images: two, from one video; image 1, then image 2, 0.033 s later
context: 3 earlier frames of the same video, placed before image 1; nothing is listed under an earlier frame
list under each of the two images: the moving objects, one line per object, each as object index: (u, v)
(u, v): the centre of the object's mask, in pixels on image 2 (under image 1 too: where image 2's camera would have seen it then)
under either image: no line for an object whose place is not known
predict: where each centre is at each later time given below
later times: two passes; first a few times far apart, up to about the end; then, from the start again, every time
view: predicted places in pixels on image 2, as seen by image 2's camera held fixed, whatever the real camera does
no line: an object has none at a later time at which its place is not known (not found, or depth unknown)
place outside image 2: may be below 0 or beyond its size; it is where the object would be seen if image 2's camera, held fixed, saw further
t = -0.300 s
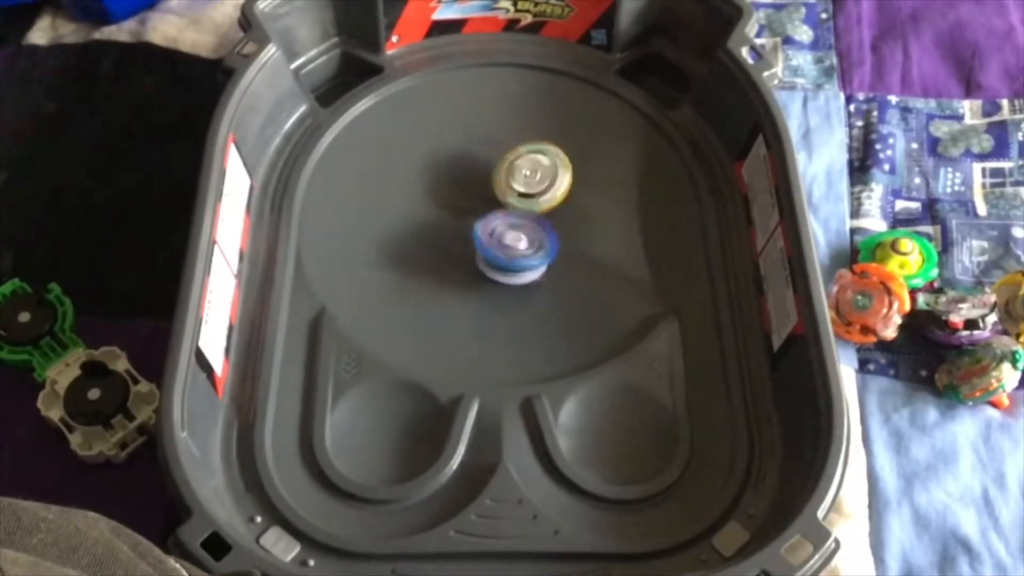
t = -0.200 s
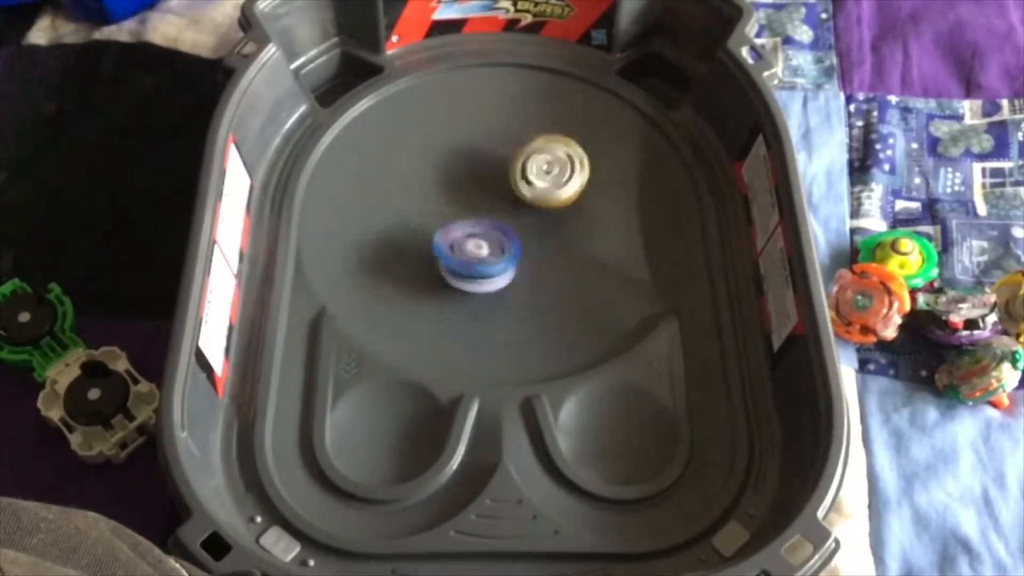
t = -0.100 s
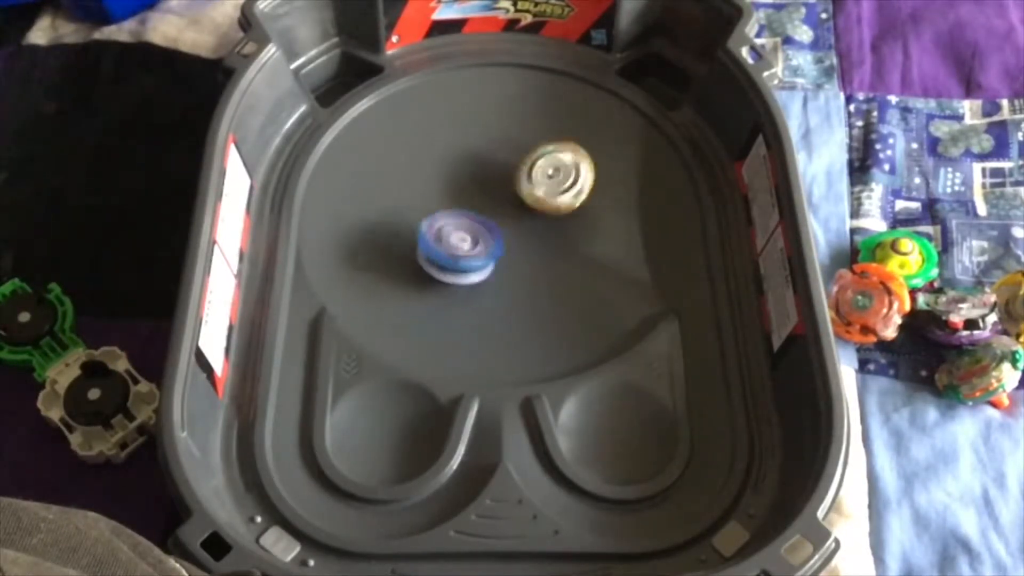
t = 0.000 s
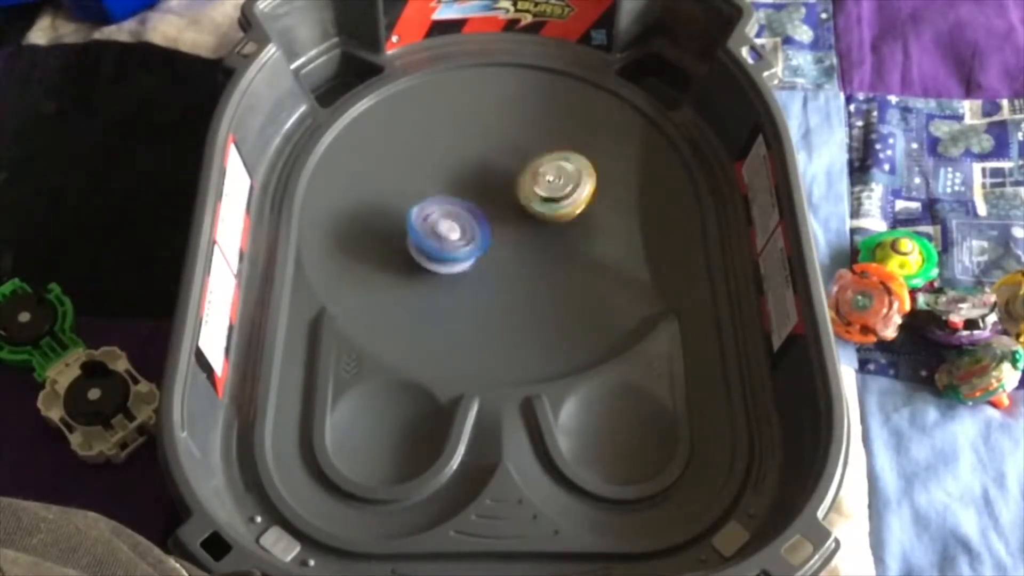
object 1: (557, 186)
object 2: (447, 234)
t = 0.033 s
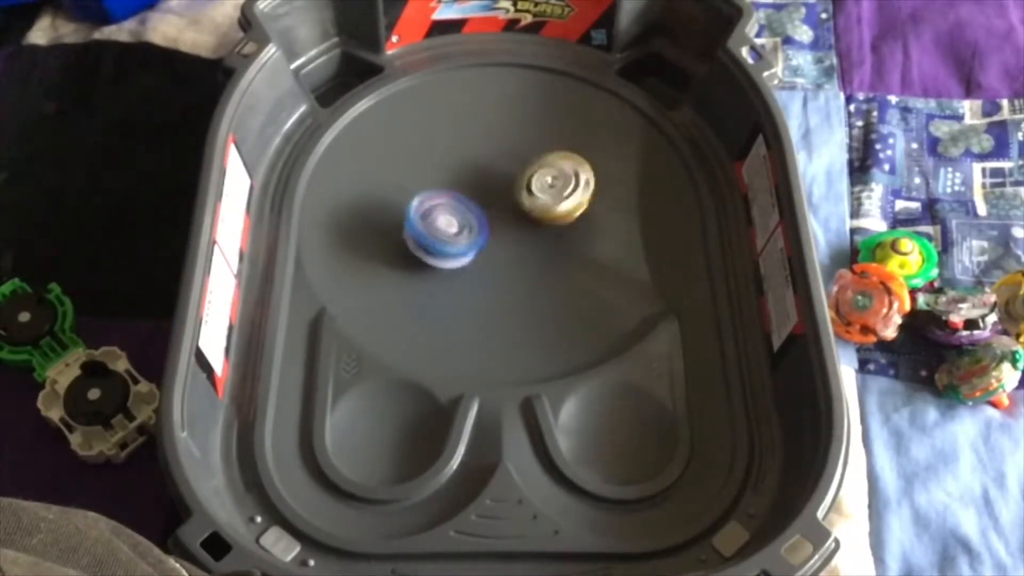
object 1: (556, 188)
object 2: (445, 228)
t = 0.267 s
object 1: (541, 207)
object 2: (455, 191)
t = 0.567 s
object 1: (521, 221)
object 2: (492, 153)
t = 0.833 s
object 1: (497, 217)
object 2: (544, 151)
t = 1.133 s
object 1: (475, 197)
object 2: (588, 195)
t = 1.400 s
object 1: (482, 180)
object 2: (561, 233)
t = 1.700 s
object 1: (505, 170)
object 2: (506, 247)
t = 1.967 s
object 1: (530, 182)
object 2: (465, 227)
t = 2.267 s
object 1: (537, 217)
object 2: (454, 193)
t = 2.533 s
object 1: (513, 244)
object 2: (479, 177)
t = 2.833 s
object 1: (448, 256)
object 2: (554, 171)
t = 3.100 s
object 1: (448, 214)
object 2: (571, 223)
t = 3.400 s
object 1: (520, 163)
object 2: (500, 263)
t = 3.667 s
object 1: (571, 165)
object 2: (444, 215)
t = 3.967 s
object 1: (554, 215)
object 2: (511, 146)
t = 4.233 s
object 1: (491, 236)
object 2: (586, 171)
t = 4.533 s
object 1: (466, 202)
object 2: (571, 247)
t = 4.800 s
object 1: (507, 180)
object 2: (485, 264)
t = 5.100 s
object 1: (548, 199)
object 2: (438, 209)
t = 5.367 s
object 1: (530, 227)
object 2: (485, 166)
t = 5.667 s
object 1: (496, 209)
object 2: (565, 155)
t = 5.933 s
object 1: (496, 181)
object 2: (570, 152)
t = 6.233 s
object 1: (488, 176)
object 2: (557, 151)
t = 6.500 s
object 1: (483, 182)
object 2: (556, 153)
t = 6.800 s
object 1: (479, 188)
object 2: (556, 154)
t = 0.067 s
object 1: (554, 192)
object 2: (442, 222)
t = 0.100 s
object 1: (554, 194)
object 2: (443, 218)
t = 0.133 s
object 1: (552, 197)
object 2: (443, 213)
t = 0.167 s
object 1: (549, 200)
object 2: (446, 207)
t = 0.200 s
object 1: (547, 203)
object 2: (448, 201)
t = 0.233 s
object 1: (543, 205)
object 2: (452, 197)
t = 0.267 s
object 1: (541, 207)
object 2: (455, 191)
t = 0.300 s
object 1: (541, 211)
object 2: (456, 184)
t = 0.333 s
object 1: (542, 214)
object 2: (456, 176)
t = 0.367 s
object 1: (539, 217)
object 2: (460, 172)
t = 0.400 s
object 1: (536, 219)
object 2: (464, 168)
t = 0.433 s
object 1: (534, 219)
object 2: (470, 163)
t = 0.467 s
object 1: (531, 220)
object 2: (474, 159)
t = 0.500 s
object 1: (527, 220)
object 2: (479, 157)
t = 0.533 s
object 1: (525, 221)
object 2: (485, 156)
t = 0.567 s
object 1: (521, 221)
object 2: (492, 153)
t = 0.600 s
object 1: (517, 220)
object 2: (498, 151)
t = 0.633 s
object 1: (513, 223)
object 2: (507, 148)
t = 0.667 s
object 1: (510, 223)
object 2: (515, 147)
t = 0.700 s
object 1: (508, 222)
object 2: (520, 146)
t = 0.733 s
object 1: (504, 221)
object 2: (525, 146)
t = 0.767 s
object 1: (501, 220)
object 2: (533, 148)
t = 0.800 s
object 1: (500, 219)
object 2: (539, 149)
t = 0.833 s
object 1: (497, 217)
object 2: (544, 151)
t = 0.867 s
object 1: (495, 215)
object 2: (549, 155)
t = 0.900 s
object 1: (494, 213)
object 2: (554, 158)
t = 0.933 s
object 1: (492, 210)
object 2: (558, 162)
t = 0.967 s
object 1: (491, 208)
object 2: (561, 168)
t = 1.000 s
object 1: (490, 205)
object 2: (566, 173)
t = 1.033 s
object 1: (481, 204)
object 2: (578, 178)
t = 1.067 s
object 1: (476, 200)
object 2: (584, 184)
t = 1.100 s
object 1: (475, 199)
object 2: (586, 190)
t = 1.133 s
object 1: (475, 197)
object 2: (588, 195)
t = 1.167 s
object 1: (474, 194)
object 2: (587, 201)
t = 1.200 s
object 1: (474, 192)
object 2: (588, 206)
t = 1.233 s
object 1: (474, 189)
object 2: (586, 211)
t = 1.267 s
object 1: (474, 187)
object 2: (581, 216)
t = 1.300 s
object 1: (476, 184)
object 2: (579, 220)
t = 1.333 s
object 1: (478, 183)
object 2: (573, 225)
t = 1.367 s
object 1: (479, 182)
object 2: (566, 229)
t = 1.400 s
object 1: (482, 180)
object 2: (561, 233)
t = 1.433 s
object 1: (484, 179)
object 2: (554, 234)
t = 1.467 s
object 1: (487, 179)
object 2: (546, 235)
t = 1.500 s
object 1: (490, 177)
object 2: (539, 236)
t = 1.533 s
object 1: (491, 172)
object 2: (534, 244)
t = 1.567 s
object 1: (495, 168)
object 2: (530, 249)
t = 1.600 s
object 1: (497, 169)
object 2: (524, 251)
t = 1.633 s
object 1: (499, 169)
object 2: (516, 250)
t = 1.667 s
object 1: (503, 168)
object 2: (511, 249)
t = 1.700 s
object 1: (505, 170)
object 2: (506, 247)
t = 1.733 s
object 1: (509, 171)
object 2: (500, 244)
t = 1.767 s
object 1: (511, 171)
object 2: (495, 241)
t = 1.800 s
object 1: (516, 172)
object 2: (488, 239)
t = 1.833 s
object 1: (520, 172)
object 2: (479, 239)
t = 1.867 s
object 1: (524, 174)
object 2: (472, 237)
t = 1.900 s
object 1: (526, 177)
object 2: (468, 234)
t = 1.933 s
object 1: (527, 180)
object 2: (467, 230)
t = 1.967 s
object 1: (530, 182)
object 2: (465, 227)
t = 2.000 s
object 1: (533, 185)
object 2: (460, 223)
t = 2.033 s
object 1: (536, 187)
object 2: (454, 220)
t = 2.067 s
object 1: (537, 192)
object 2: (452, 216)
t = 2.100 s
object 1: (538, 195)
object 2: (451, 211)
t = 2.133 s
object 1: (539, 200)
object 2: (451, 208)
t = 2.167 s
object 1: (540, 205)
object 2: (450, 204)
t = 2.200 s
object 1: (540, 209)
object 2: (449, 200)
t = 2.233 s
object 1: (538, 213)
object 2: (452, 196)
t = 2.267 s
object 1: (537, 217)
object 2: (454, 193)
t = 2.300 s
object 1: (537, 223)
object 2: (454, 186)
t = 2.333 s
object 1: (536, 229)
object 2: (454, 181)
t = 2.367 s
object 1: (533, 232)
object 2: (460, 180)
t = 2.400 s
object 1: (530, 236)
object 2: (464, 179)
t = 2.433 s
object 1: (525, 238)
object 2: (468, 179)
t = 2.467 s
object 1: (521, 241)
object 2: (470, 177)
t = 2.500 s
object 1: (517, 242)
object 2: (474, 178)
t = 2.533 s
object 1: (513, 244)
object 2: (479, 177)
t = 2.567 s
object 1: (508, 247)
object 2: (484, 176)
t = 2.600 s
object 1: (504, 248)
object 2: (490, 175)
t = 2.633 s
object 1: (498, 248)
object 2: (495, 177)
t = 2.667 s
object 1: (487, 254)
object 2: (507, 171)
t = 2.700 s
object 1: (477, 259)
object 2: (520, 166)
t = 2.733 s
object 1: (468, 260)
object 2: (531, 164)
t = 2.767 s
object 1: (460, 259)
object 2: (540, 165)
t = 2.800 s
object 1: (454, 258)
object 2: (548, 167)
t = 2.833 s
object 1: (448, 256)
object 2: (554, 171)
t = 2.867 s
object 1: (444, 252)
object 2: (559, 175)
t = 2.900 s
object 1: (441, 248)
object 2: (565, 180)
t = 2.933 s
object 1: (440, 244)
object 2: (569, 186)
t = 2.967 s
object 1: (440, 239)
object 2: (571, 193)
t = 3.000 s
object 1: (440, 233)
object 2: (573, 200)
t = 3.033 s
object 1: (442, 227)
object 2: (574, 207)
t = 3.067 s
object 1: (444, 221)
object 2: (573, 214)
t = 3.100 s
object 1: (448, 214)
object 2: (571, 223)
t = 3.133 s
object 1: (453, 207)
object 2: (569, 230)
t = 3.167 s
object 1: (459, 200)
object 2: (564, 238)
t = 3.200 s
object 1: (466, 193)
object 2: (557, 244)
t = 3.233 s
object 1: (474, 187)
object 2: (551, 250)
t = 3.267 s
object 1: (481, 181)
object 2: (541, 256)
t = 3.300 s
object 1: (491, 176)
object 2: (532, 259)
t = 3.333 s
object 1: (500, 170)
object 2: (522, 262)
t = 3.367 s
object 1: (511, 166)
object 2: (509, 264)
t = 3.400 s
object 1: (520, 163)
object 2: (500, 263)
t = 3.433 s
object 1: (530, 159)
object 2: (488, 262)
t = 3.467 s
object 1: (538, 158)
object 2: (479, 258)
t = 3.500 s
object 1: (546, 157)
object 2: (468, 254)
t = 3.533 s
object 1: (553, 157)
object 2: (461, 248)
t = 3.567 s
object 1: (560, 158)
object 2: (453, 240)
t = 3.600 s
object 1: (565, 159)
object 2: (448, 233)
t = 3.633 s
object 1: (570, 162)
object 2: (445, 223)
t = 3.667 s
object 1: (571, 165)
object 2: (444, 215)
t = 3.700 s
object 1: (574, 170)
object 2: (444, 204)
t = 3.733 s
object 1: (574, 175)
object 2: (447, 195)
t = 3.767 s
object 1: (575, 179)
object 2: (452, 185)
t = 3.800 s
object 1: (575, 184)
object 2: (459, 176)
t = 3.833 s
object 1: (572, 190)
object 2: (466, 169)
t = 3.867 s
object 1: (569, 197)
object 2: (477, 161)
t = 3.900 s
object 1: (565, 204)
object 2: (486, 155)
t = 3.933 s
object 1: (561, 209)
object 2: (499, 150)
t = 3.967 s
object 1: (554, 215)
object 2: (511, 146)
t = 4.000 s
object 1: (547, 220)
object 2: (522, 145)
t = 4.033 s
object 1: (539, 226)
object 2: (533, 144)
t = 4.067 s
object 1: (531, 230)
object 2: (545, 145)
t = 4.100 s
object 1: (523, 233)
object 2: (555, 147)
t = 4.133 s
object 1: (514, 235)
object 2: (564, 152)
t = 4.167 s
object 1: (505, 236)
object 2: (573, 157)
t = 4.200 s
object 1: (498, 237)
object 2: (579, 163)
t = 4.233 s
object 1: (491, 236)
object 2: (586, 171)
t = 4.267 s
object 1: (483, 234)
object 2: (588, 177)
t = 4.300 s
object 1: (477, 232)
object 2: (592, 188)
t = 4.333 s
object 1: (472, 229)
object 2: (590, 197)
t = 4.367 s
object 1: (469, 225)
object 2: (593, 207)
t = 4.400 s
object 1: (466, 221)
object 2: (589, 216)
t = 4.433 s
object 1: (464, 216)
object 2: (588, 227)
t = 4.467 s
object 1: (464, 213)
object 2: (584, 232)
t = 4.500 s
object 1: (465, 207)
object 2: (577, 240)
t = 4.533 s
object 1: (466, 202)
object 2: (571, 247)
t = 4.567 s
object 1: (469, 197)
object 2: (562, 254)
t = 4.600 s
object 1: (473, 195)
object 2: (552, 259)
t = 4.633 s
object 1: (477, 190)
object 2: (541, 263)
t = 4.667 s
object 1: (482, 187)
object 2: (531, 266)
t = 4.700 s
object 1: (487, 184)
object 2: (518, 267)
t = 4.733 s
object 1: (494, 182)
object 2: (507, 267)
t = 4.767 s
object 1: (500, 179)
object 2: (496, 267)
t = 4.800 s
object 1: (507, 180)
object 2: (485, 264)
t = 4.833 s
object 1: (513, 178)
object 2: (475, 261)
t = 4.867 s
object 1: (519, 180)
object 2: (466, 256)
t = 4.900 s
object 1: (526, 179)
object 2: (457, 251)
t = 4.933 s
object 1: (530, 182)
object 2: (450, 245)
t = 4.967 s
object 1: (536, 184)
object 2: (445, 239)
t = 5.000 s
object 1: (540, 188)
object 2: (441, 231)
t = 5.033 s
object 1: (544, 190)
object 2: (438, 223)
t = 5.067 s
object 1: (546, 196)
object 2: (438, 215)
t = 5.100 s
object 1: (548, 199)
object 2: (438, 209)
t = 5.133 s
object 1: (550, 202)
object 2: (439, 200)
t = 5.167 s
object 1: (548, 208)
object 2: (444, 193)
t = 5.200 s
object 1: (548, 212)
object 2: (448, 188)
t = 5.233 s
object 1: (546, 216)
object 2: (453, 181)
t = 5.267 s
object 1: (542, 220)
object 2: (461, 176)
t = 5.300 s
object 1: (540, 223)
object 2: (470, 173)
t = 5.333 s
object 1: (535, 225)
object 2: (477, 170)
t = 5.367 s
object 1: (530, 227)
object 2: (485, 166)
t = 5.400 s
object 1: (526, 228)
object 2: (495, 164)
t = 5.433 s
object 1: (520, 228)
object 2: (504, 161)
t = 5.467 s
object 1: (515, 228)
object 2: (515, 161)
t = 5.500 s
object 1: (511, 226)
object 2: (525, 160)
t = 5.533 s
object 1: (507, 223)
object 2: (534, 159)
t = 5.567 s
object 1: (503, 220)
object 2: (543, 159)
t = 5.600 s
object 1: (500, 218)
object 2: (551, 158)
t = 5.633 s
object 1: (499, 213)
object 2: (559, 157)
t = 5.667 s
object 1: (496, 209)
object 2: (565, 155)
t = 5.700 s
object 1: (495, 205)
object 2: (569, 154)
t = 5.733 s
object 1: (497, 201)
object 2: (572, 152)
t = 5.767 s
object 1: (497, 195)
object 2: (574, 151)
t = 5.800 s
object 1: (499, 192)
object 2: (574, 151)
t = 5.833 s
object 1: (501, 188)
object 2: (573, 151)
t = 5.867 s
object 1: (505, 187)
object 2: (571, 152)
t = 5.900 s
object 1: (501, 184)
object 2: (570, 152)
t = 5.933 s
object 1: (496, 181)
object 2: (570, 152)
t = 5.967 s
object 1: (496, 179)
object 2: (568, 153)
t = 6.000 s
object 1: (493, 179)
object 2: (569, 155)
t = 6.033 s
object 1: (490, 178)
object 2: (570, 155)
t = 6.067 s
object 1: (487, 178)
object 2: (570, 155)
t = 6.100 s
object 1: (485, 178)
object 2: (569, 155)
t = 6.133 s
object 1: (483, 177)
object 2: (566, 156)
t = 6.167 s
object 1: (485, 177)
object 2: (563, 156)
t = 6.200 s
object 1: (486, 177)
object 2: (560, 155)
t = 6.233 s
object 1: (488, 176)
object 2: (557, 151)
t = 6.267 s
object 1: (485, 175)
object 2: (553, 150)
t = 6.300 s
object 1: (484, 175)
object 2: (550, 147)
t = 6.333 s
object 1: (482, 176)
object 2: (550, 145)
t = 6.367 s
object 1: (481, 176)
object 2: (550, 146)
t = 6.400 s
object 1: (480, 177)
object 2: (550, 148)
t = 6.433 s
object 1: (482, 178)
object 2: (551, 150)
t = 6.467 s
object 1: (482, 180)
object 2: (553, 153)
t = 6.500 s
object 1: (483, 182)
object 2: (556, 153)
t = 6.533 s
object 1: (481, 184)
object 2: (557, 154)
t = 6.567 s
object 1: (480, 186)
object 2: (558, 155)
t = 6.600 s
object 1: (478, 188)
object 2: (559, 155)
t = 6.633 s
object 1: (478, 189)
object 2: (560, 155)
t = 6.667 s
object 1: (477, 190)
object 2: (560, 155)
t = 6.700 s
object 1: (477, 190)
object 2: (559, 155)
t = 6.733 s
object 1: (477, 190)
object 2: (559, 155)
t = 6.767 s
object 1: (479, 189)
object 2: (557, 155)
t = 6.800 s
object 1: (479, 188)
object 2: (556, 154)
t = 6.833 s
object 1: (477, 189)
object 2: (554, 153)
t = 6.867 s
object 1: (476, 191)
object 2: (551, 152)
